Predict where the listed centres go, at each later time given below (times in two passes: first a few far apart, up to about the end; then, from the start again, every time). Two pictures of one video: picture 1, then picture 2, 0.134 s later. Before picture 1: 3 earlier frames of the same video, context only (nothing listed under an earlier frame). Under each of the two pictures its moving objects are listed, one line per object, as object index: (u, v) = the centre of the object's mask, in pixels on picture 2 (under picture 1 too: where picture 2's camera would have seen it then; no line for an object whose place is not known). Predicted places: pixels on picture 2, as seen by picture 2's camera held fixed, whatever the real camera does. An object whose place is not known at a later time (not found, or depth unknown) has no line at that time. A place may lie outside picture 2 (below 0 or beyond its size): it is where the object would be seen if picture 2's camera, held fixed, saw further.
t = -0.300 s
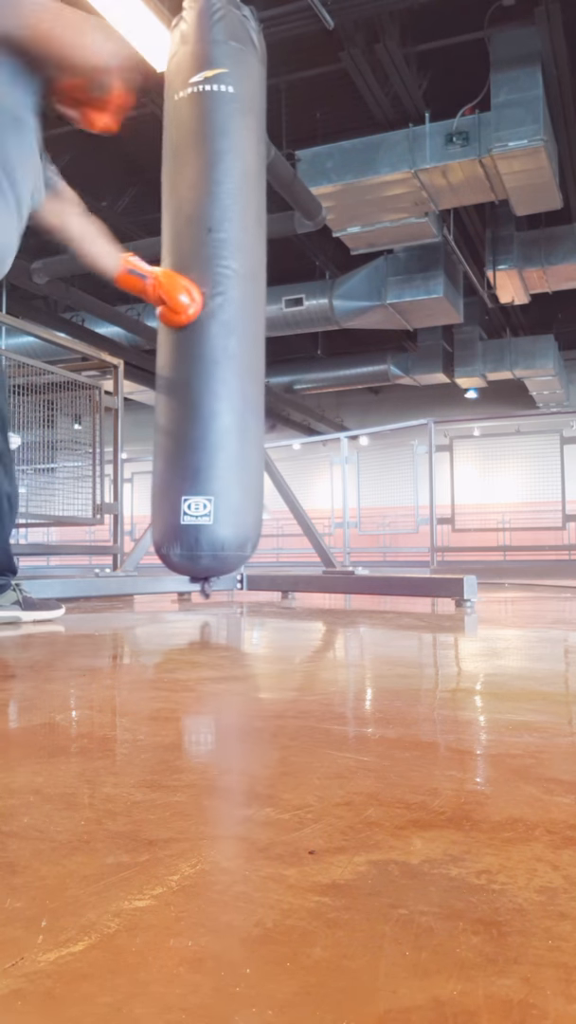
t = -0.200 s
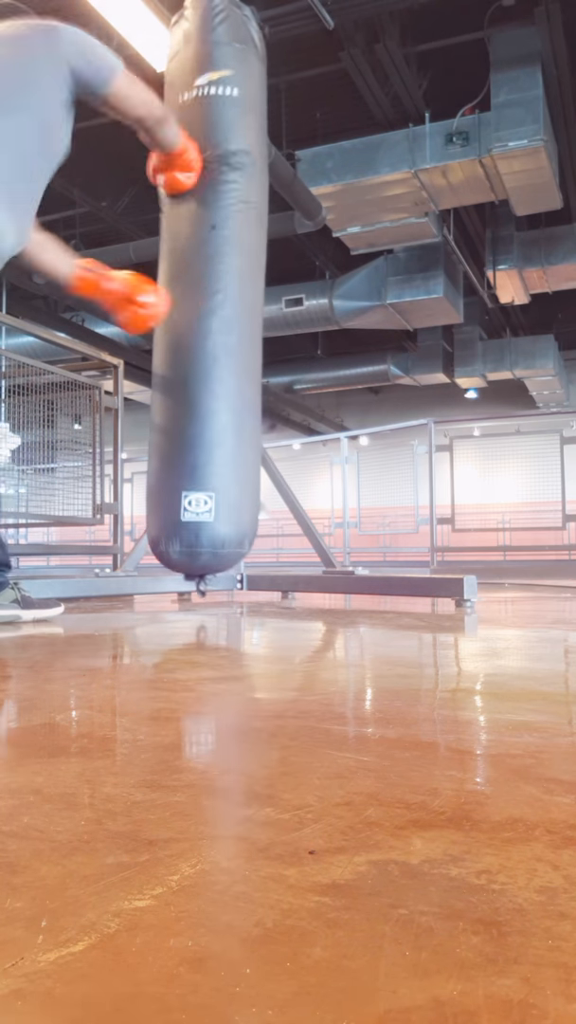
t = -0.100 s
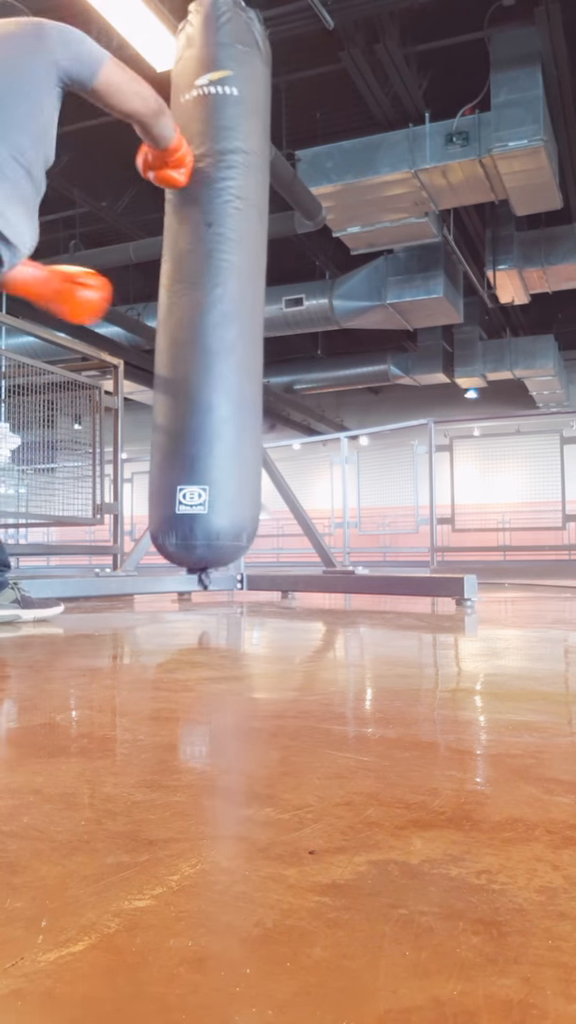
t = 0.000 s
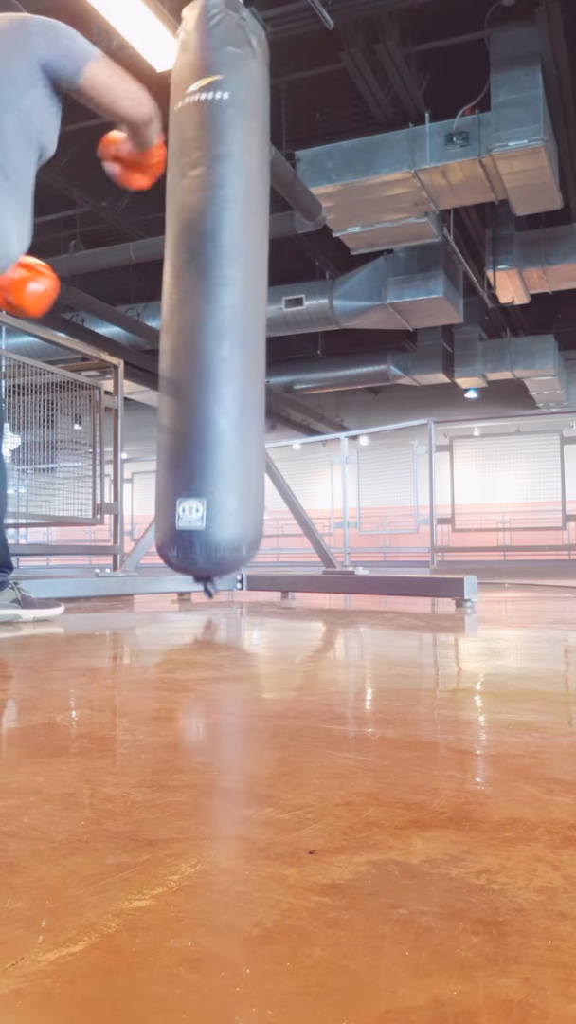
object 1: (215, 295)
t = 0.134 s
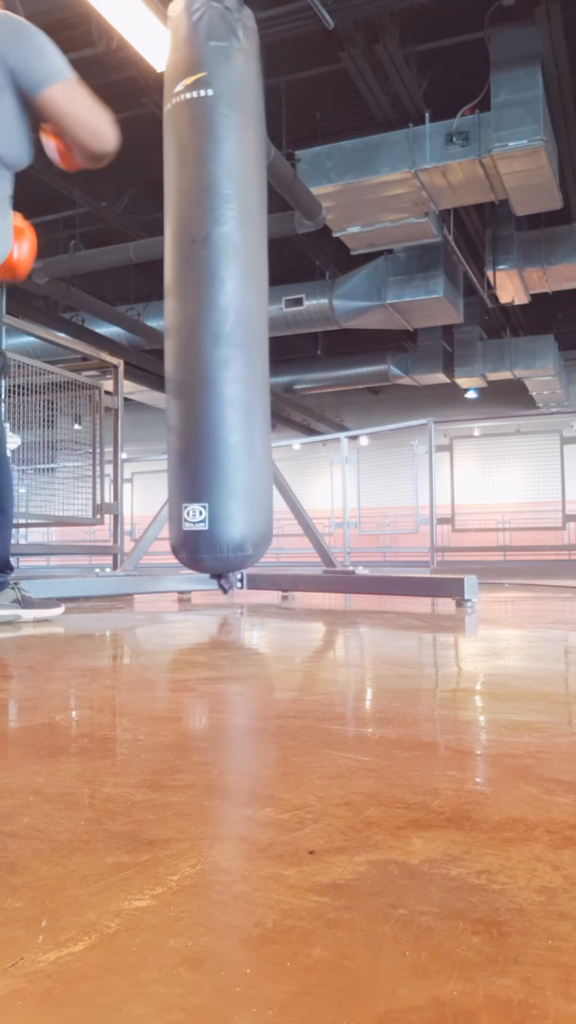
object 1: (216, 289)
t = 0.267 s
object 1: (223, 293)
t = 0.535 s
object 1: (229, 288)
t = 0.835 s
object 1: (234, 289)
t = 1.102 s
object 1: (233, 291)
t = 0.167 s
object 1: (217, 289)
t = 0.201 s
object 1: (218, 291)
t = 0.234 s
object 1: (220, 292)
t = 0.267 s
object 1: (223, 293)
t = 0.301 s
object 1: (225, 292)
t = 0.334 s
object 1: (226, 290)
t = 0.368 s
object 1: (228, 289)
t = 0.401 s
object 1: (228, 290)
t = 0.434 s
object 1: (229, 290)
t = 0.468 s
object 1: (228, 290)
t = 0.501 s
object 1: (229, 289)
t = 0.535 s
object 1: (229, 288)
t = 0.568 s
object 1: (230, 288)
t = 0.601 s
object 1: (231, 289)
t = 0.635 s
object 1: (233, 289)
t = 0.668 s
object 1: (234, 288)
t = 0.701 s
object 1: (235, 288)
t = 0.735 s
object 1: (235, 287)
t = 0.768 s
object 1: (235, 289)
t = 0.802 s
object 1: (235, 289)
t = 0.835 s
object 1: (234, 289)
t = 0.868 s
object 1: (234, 288)
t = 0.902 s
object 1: (234, 288)
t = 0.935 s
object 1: (234, 289)
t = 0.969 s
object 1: (234, 290)
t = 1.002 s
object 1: (234, 290)
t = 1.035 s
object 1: (234, 290)
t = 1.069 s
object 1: (233, 290)
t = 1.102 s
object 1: (233, 291)
